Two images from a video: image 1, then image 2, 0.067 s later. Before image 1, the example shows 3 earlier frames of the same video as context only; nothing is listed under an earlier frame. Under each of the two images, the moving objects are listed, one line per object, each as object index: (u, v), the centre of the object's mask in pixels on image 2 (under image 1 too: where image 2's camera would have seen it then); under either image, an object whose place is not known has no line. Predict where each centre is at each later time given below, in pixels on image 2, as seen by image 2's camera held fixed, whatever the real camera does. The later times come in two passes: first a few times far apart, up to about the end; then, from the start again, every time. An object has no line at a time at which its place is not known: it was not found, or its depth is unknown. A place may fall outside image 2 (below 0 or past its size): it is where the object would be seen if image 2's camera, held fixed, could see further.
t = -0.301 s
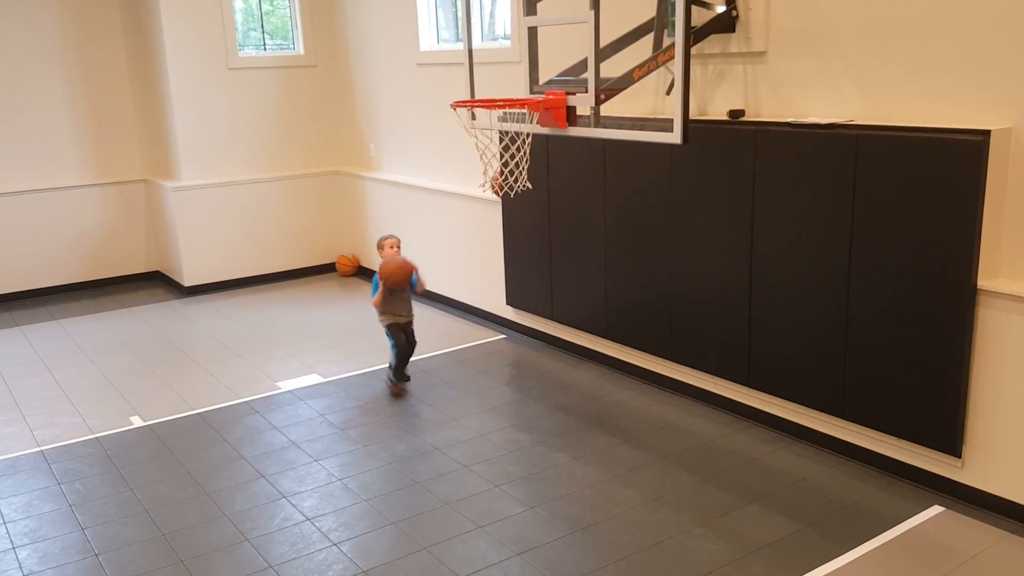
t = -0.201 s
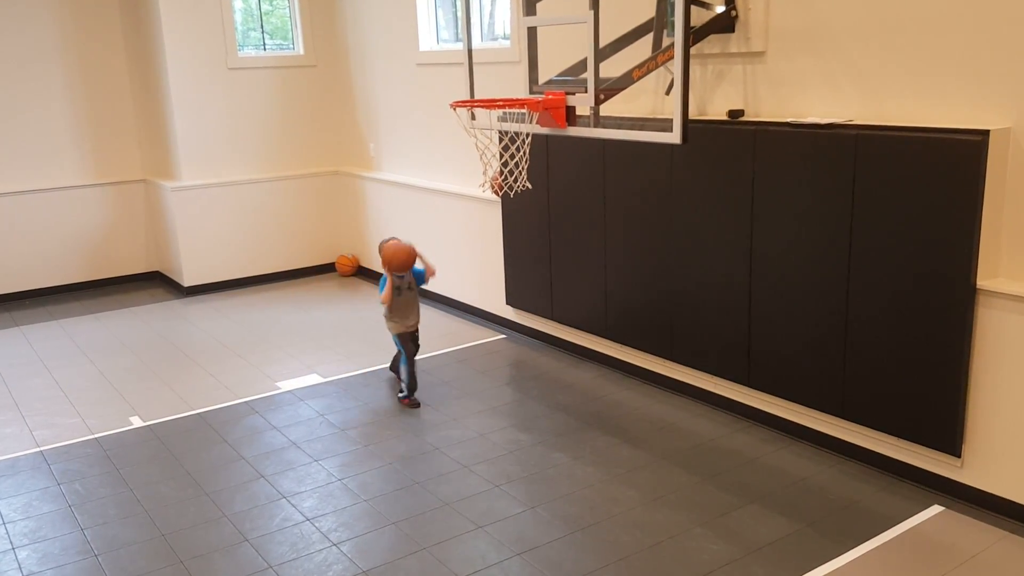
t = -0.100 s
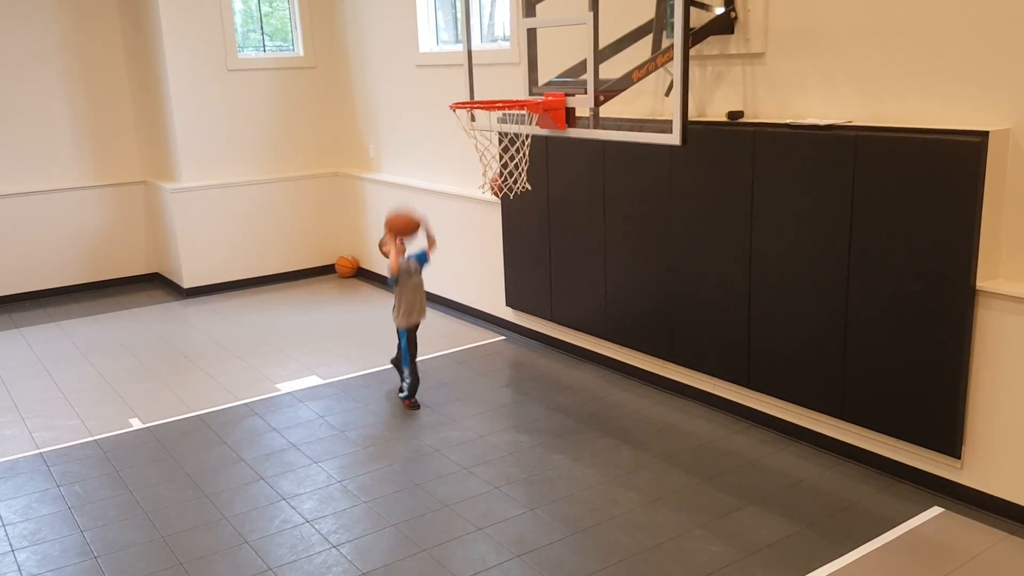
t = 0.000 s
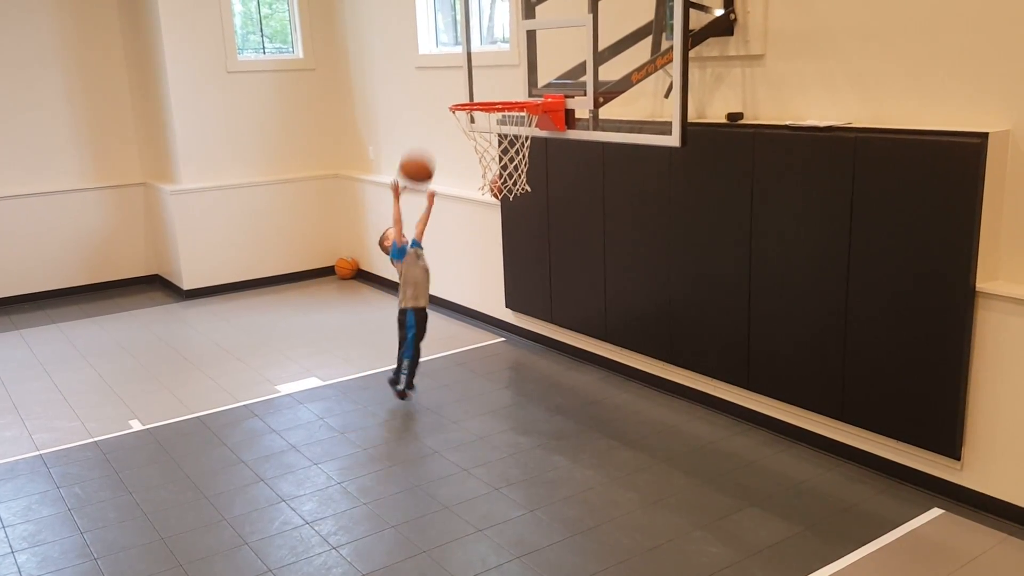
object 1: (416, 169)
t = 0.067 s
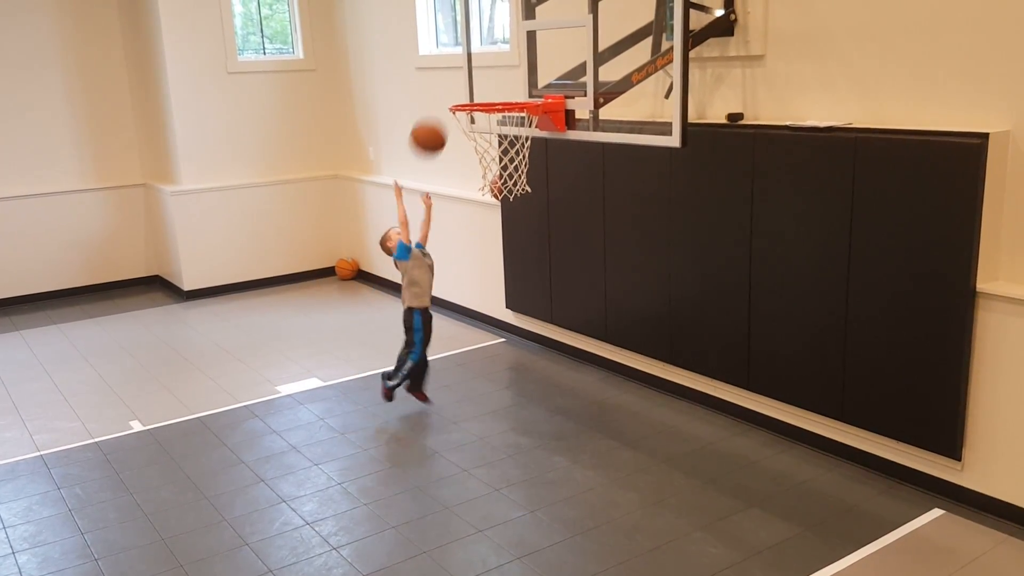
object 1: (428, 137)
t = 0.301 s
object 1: (477, 70)
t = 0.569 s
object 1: (536, 68)
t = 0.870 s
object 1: (572, 91)
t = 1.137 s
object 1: (585, 208)
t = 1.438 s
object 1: (603, 460)
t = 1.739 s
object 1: (623, 313)
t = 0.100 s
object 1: (434, 123)
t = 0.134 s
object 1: (438, 109)
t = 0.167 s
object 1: (446, 96)
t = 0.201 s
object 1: (454, 88)
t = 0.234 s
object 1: (462, 80)
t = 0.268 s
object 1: (470, 74)
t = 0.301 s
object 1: (477, 70)
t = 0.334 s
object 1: (485, 68)
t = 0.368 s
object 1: (493, 68)
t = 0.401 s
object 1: (501, 69)
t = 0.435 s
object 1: (509, 73)
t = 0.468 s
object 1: (518, 79)
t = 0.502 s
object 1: (525, 76)
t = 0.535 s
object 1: (530, 71)
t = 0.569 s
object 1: (536, 68)
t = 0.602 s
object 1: (542, 67)
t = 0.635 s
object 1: (547, 69)
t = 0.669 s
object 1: (548, 71)
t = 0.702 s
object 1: (550, 76)
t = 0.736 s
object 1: (552, 82)
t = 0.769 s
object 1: (559, 82)
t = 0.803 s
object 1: (566, 83)
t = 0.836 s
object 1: (570, 86)
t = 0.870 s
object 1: (572, 91)
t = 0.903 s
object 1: (573, 96)
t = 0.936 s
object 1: (575, 106)
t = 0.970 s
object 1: (577, 117)
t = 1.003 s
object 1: (578, 133)
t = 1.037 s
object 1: (579, 147)
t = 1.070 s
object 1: (581, 166)
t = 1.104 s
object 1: (582, 185)
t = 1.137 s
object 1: (585, 208)
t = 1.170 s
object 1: (586, 233)
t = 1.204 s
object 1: (588, 261)
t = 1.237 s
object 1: (590, 291)
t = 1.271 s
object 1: (593, 316)
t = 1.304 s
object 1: (595, 354)
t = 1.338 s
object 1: (597, 393)
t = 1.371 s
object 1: (599, 430)
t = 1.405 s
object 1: (602, 468)
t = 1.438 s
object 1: (603, 460)
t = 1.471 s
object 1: (605, 438)
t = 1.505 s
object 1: (607, 417)
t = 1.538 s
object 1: (609, 397)
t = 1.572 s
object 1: (610, 380)
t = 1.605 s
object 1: (613, 361)
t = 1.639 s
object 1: (615, 346)
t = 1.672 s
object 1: (618, 331)
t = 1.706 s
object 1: (620, 322)
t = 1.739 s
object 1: (623, 313)
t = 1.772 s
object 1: (625, 306)
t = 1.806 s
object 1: (628, 301)
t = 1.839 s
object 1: (631, 298)
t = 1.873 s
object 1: (634, 297)
